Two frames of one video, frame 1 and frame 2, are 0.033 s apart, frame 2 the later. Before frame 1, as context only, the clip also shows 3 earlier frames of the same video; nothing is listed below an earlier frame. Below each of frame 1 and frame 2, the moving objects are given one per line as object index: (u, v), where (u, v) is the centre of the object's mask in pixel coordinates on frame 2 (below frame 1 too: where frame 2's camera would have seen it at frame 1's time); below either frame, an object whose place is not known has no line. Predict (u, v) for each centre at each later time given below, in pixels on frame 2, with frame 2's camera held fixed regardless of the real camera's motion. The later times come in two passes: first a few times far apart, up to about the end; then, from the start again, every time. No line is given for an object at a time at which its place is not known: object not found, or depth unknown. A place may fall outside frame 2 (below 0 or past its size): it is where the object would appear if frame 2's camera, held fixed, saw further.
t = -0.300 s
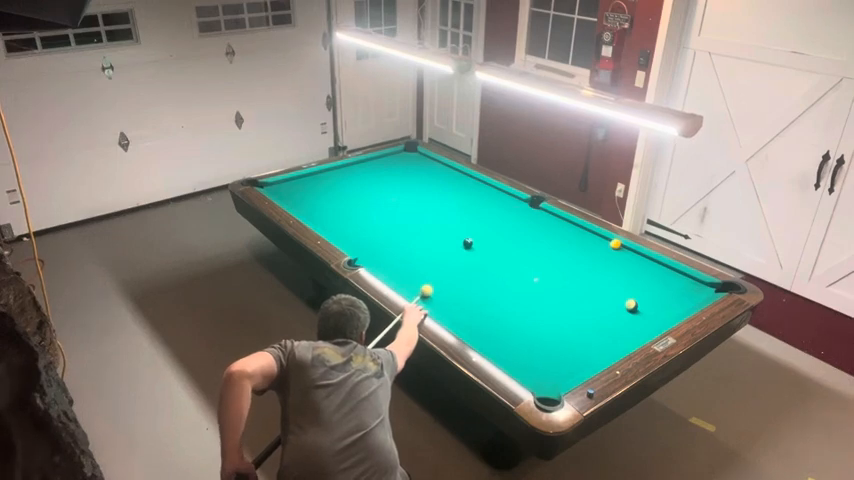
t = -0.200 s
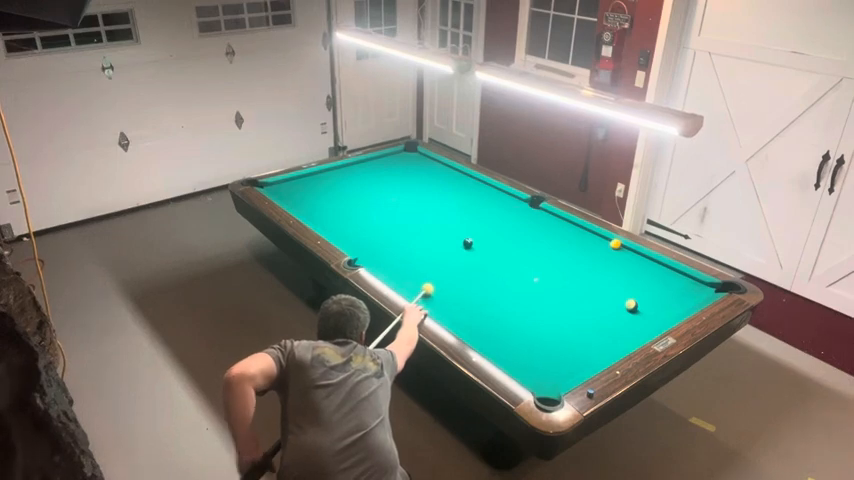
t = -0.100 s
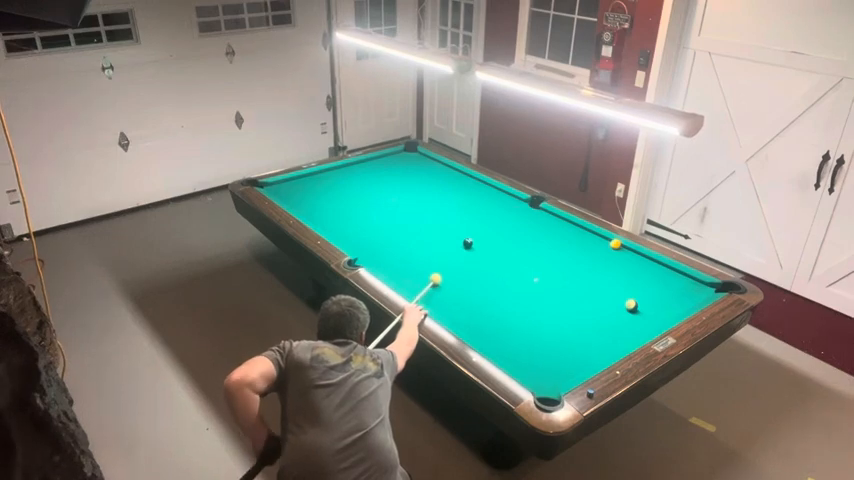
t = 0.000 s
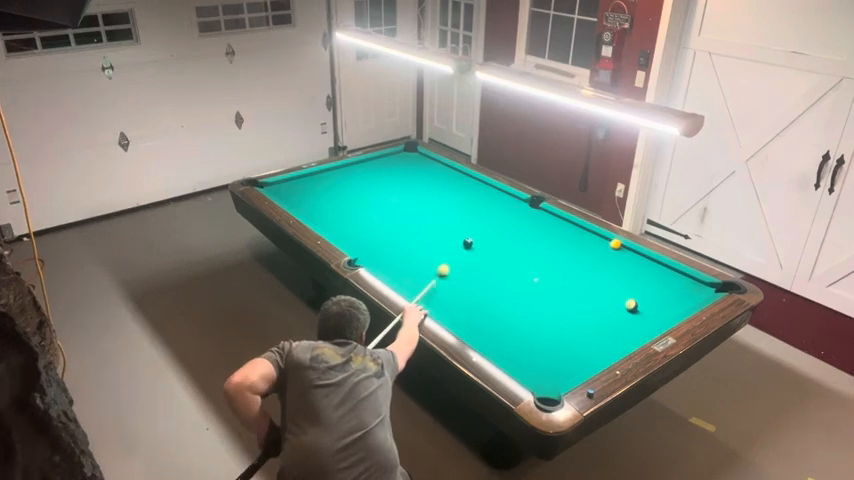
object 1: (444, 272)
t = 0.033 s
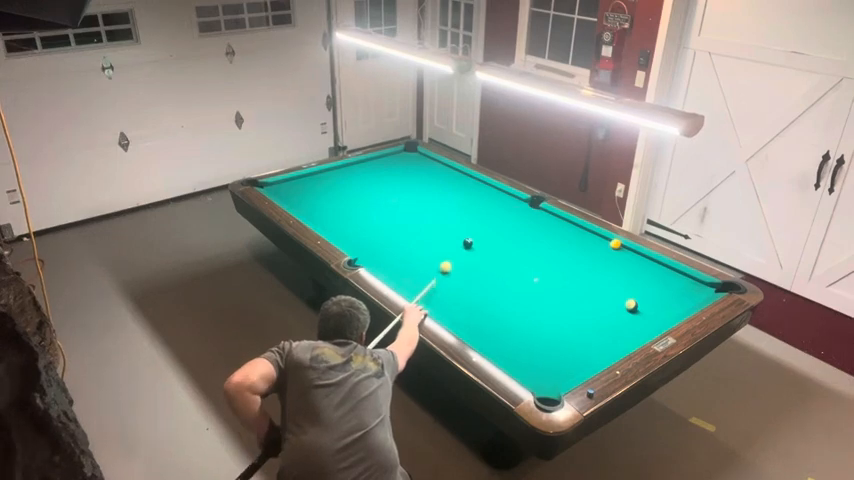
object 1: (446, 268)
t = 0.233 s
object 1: (459, 250)
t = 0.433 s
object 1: (459, 242)
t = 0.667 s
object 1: (456, 237)
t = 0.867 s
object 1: (454, 232)
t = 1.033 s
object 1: (453, 228)
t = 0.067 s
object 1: (448, 264)
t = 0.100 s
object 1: (450, 261)
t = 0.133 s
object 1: (452, 258)
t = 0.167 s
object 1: (454, 256)
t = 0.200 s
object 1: (456, 253)
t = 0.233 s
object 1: (459, 250)
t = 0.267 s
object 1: (461, 248)
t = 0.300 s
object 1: (461, 246)
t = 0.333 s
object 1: (460, 245)
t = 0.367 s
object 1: (460, 244)
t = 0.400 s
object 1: (460, 244)
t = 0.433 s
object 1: (459, 242)
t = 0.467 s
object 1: (459, 242)
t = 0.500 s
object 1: (458, 241)
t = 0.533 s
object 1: (458, 240)
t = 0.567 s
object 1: (458, 239)
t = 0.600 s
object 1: (457, 238)
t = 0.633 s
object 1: (457, 237)
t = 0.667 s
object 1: (456, 237)
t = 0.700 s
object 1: (456, 236)
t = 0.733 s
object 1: (456, 235)
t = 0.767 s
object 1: (456, 234)
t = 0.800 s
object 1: (455, 234)
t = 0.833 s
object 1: (455, 233)
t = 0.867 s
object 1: (454, 232)
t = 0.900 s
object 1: (454, 231)
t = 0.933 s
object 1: (454, 230)
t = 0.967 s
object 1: (454, 230)
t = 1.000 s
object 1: (453, 229)
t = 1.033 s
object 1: (453, 228)
